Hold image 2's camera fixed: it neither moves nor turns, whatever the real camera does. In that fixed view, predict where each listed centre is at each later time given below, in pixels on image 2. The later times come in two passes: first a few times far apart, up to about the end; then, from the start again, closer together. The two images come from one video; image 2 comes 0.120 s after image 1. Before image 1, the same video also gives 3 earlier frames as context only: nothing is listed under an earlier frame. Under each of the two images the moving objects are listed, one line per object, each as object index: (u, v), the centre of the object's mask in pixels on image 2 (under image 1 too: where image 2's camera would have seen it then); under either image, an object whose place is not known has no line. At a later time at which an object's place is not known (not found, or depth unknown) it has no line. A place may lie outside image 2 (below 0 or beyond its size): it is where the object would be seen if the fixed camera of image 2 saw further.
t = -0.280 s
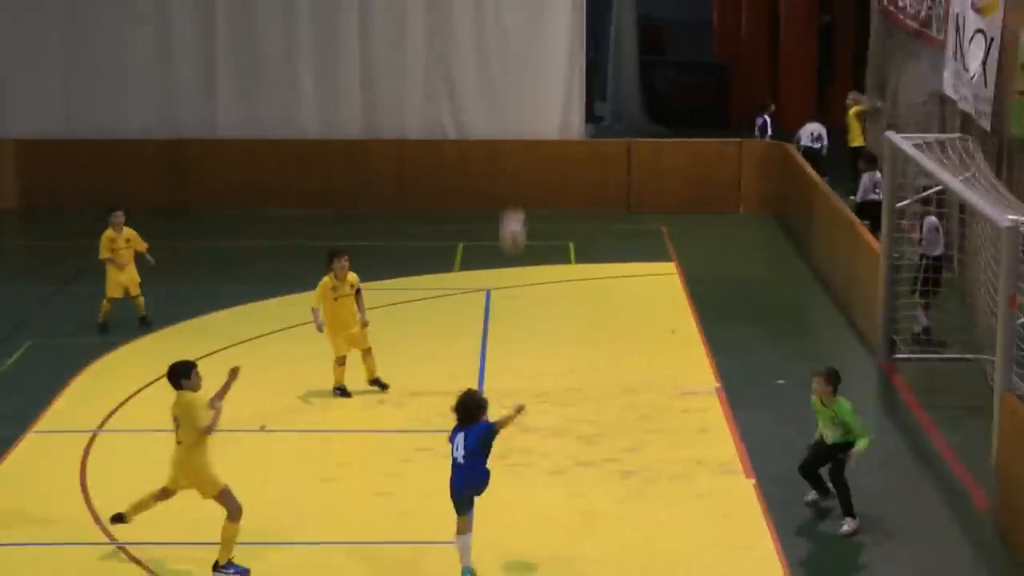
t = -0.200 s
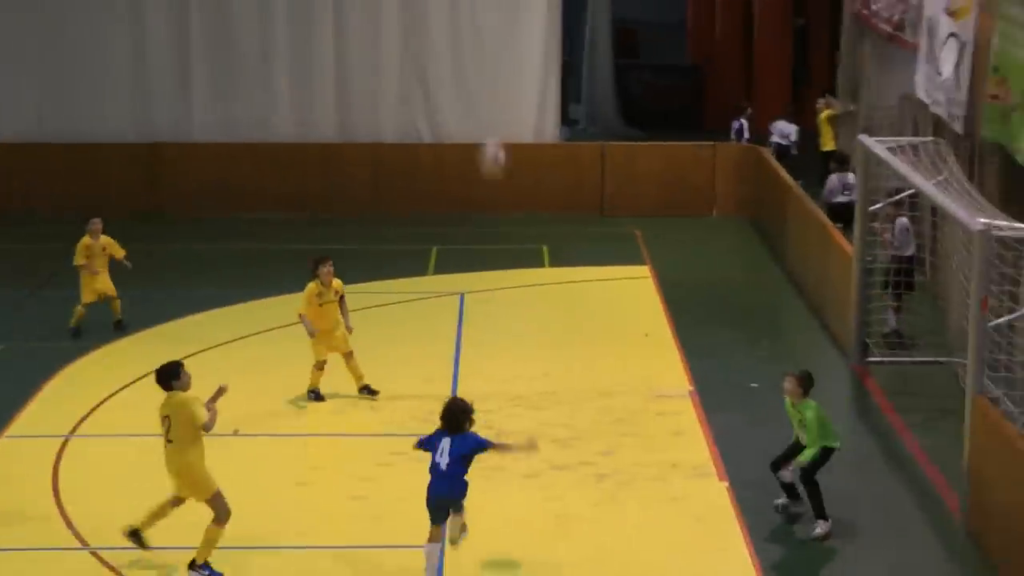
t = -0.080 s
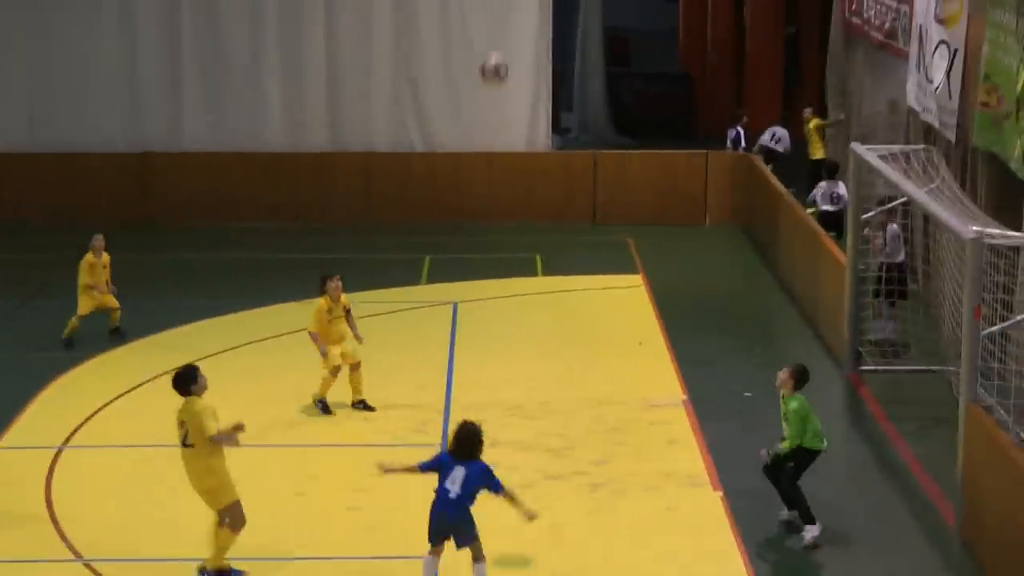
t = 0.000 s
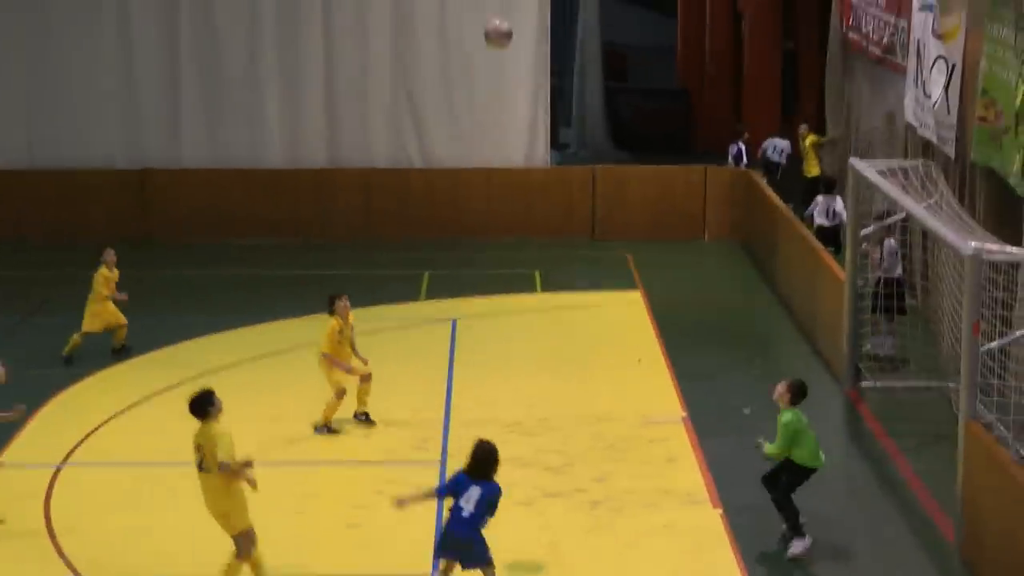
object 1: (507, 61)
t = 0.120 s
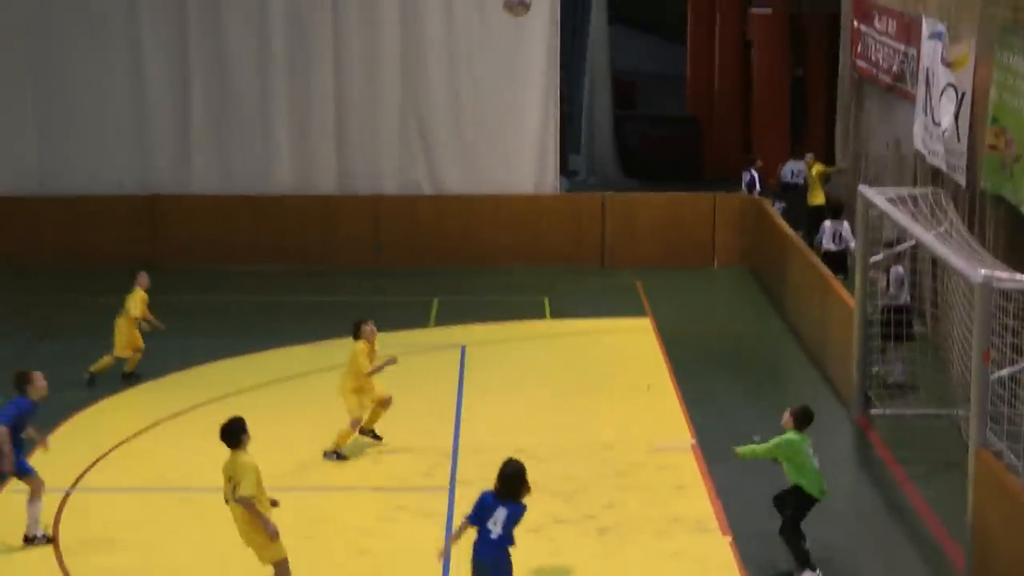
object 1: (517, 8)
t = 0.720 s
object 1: (561, 5)
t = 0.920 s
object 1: (569, 101)
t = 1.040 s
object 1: (573, 173)
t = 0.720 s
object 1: (561, 5)
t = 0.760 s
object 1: (562, 21)
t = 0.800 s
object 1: (565, 39)
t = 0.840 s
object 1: (567, 57)
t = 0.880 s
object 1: (568, 78)
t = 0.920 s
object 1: (569, 101)
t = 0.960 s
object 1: (570, 122)
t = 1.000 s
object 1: (572, 147)
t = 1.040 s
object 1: (573, 173)
